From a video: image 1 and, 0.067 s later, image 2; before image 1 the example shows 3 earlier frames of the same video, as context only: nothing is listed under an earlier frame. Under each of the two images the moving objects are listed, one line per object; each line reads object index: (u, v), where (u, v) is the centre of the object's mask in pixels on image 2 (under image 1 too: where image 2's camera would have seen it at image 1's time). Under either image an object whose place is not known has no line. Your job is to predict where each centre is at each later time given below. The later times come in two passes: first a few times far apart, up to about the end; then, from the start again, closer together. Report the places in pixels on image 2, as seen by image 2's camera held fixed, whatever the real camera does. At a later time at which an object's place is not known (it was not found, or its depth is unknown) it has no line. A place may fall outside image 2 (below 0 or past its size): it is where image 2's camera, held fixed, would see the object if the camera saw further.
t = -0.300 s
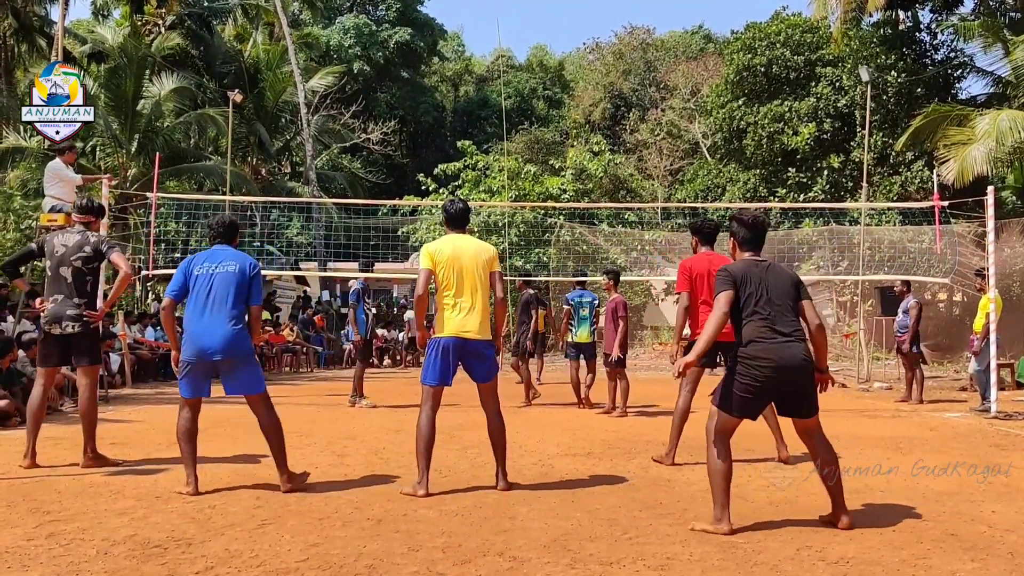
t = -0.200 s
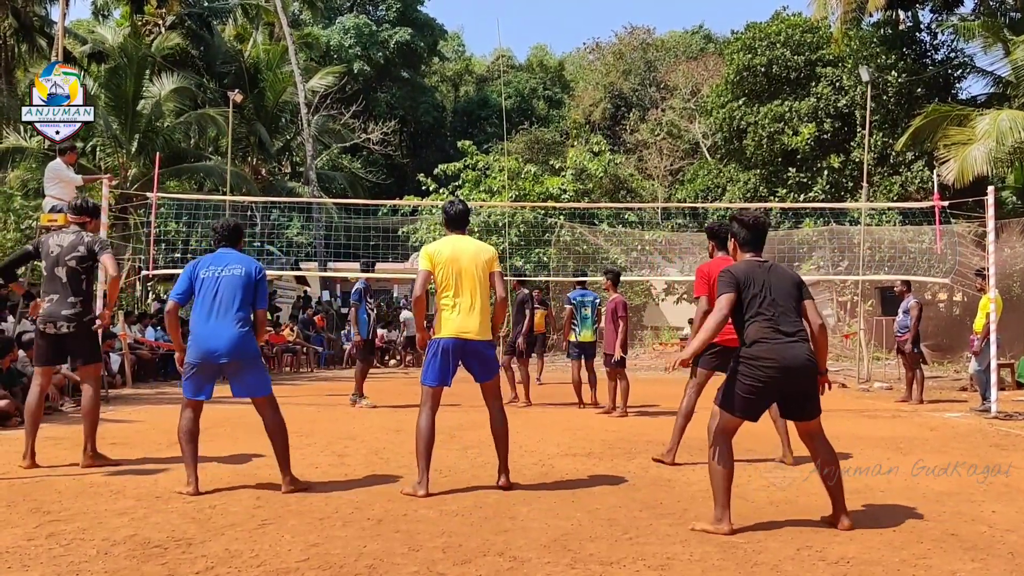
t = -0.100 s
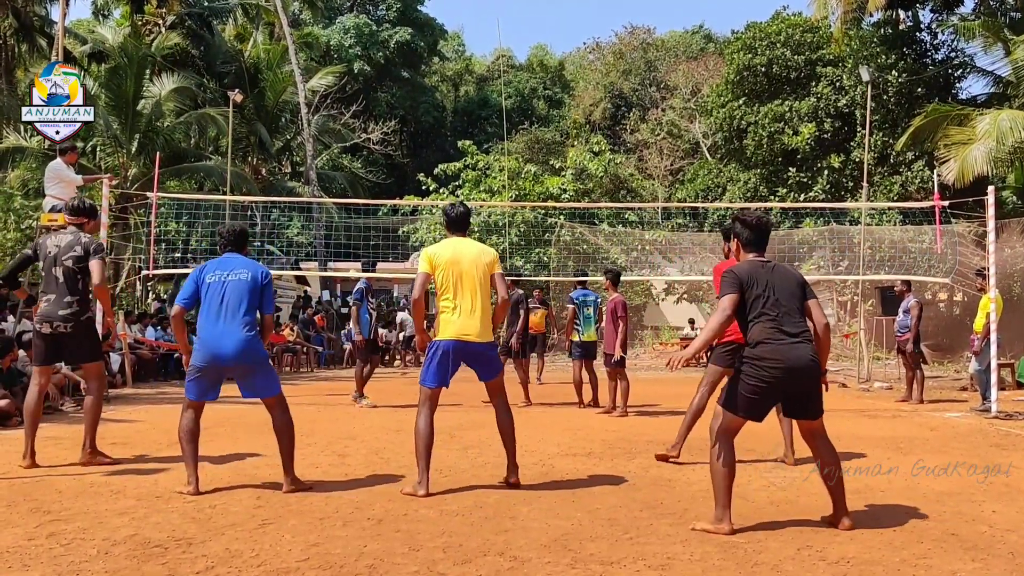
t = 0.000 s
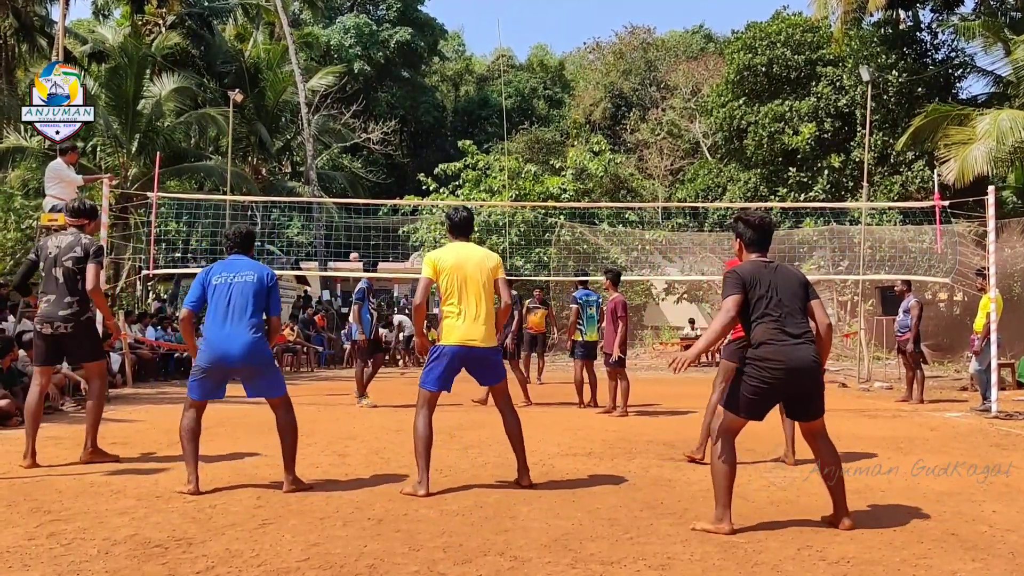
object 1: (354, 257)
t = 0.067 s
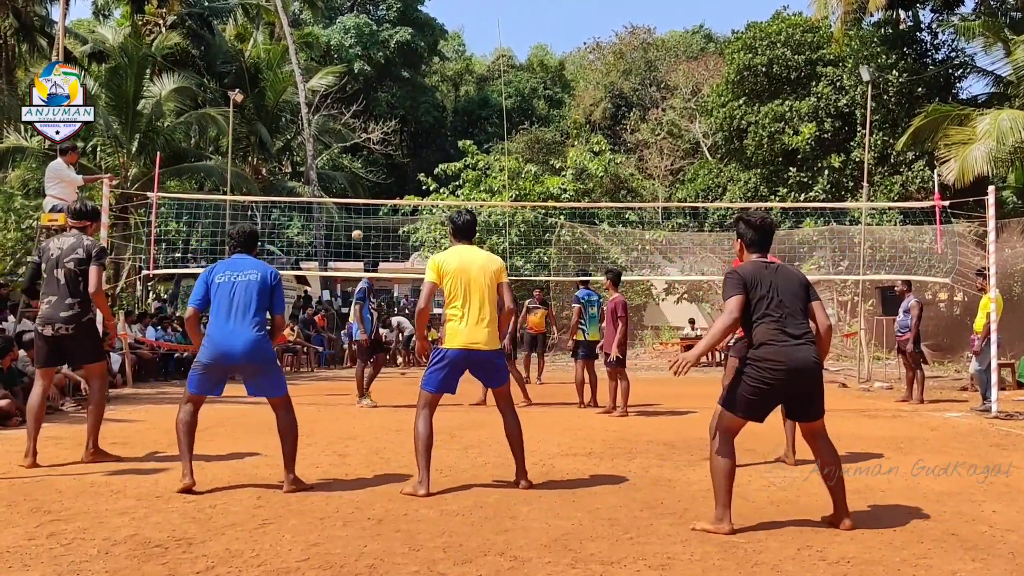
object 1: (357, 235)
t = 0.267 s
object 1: (373, 173)
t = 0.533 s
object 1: (417, 109)
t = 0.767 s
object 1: (485, 82)
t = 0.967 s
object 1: (585, 102)
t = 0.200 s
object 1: (368, 193)
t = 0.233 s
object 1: (370, 183)
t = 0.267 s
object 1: (373, 173)
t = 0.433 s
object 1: (399, 129)
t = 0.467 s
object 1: (404, 122)
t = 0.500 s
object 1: (411, 115)
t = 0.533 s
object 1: (417, 109)
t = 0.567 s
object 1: (426, 103)
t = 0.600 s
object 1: (434, 98)
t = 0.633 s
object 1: (443, 93)
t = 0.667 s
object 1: (452, 90)
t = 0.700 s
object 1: (463, 87)
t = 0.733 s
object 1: (473, 84)
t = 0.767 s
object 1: (485, 82)
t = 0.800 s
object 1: (499, 82)
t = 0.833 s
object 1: (513, 84)
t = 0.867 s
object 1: (530, 86)
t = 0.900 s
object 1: (546, 90)
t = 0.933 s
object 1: (564, 95)
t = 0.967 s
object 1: (585, 102)
